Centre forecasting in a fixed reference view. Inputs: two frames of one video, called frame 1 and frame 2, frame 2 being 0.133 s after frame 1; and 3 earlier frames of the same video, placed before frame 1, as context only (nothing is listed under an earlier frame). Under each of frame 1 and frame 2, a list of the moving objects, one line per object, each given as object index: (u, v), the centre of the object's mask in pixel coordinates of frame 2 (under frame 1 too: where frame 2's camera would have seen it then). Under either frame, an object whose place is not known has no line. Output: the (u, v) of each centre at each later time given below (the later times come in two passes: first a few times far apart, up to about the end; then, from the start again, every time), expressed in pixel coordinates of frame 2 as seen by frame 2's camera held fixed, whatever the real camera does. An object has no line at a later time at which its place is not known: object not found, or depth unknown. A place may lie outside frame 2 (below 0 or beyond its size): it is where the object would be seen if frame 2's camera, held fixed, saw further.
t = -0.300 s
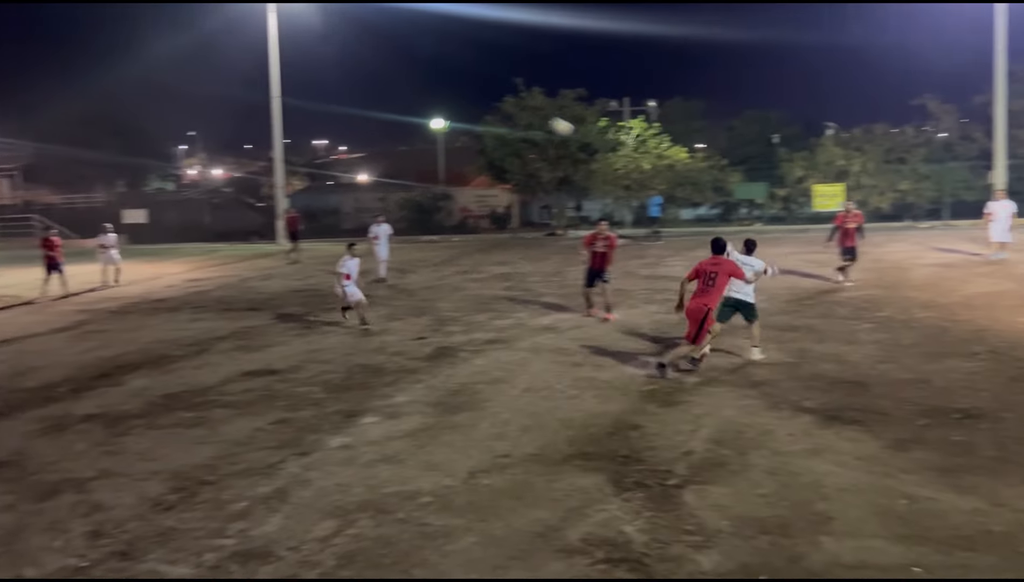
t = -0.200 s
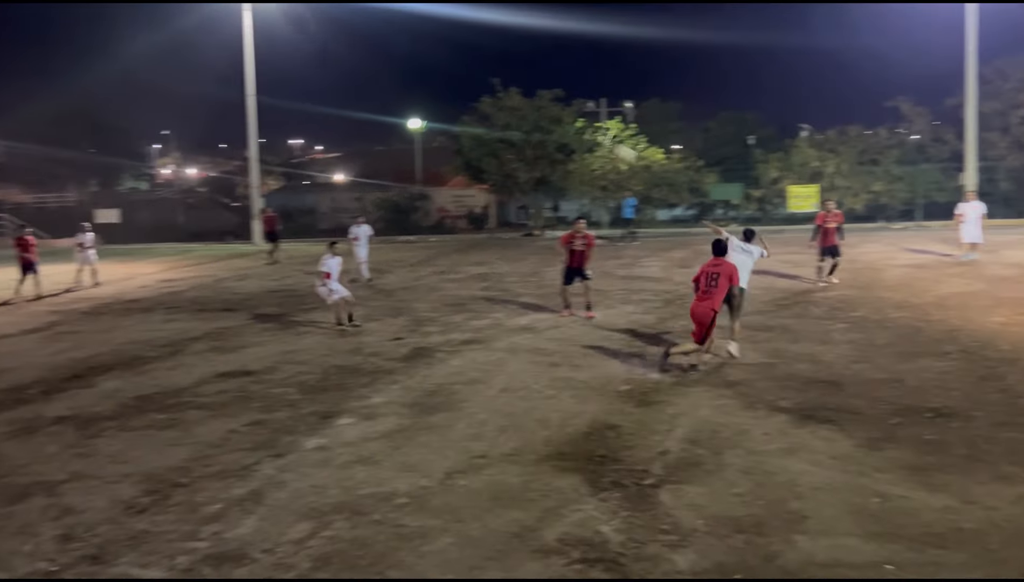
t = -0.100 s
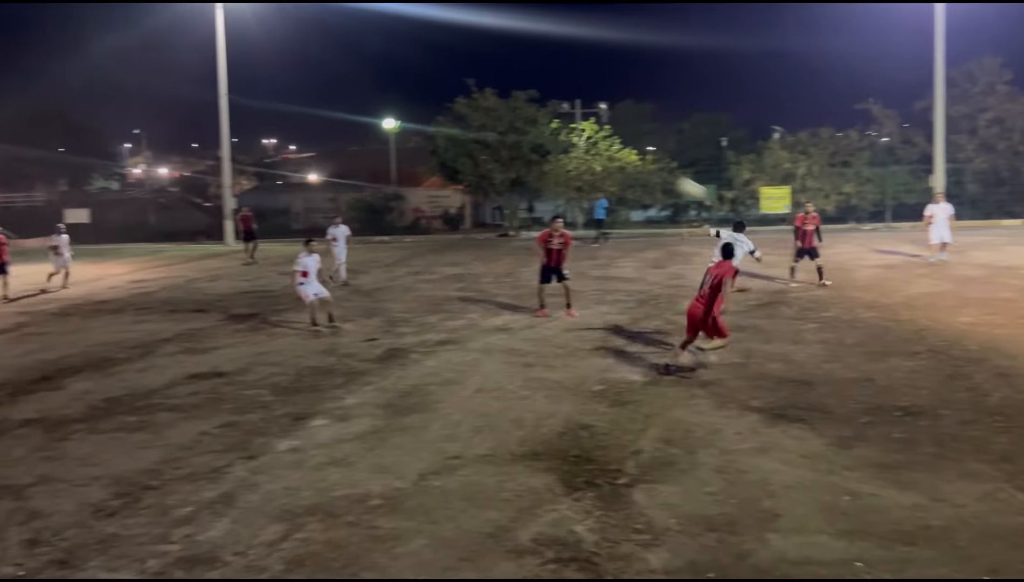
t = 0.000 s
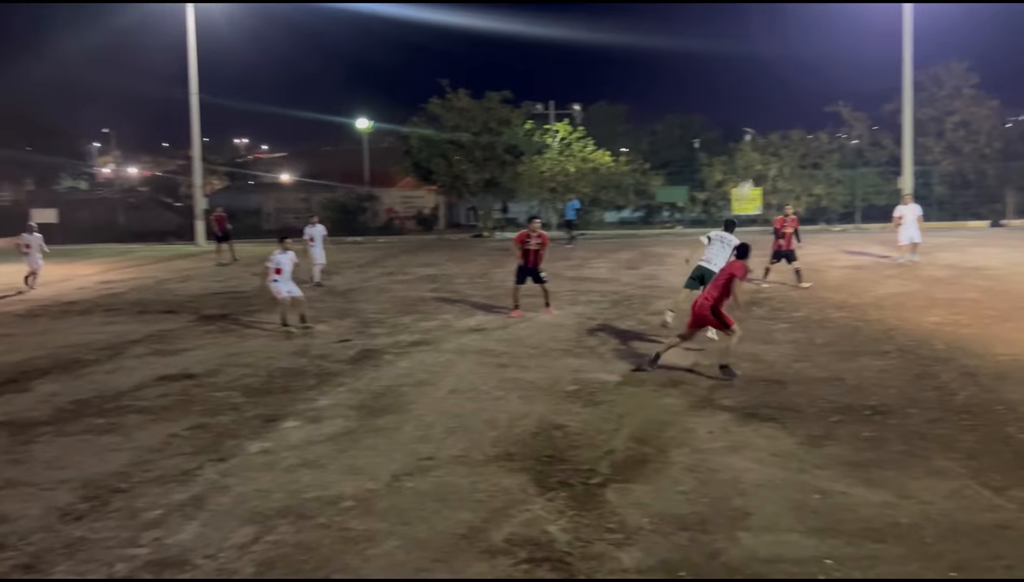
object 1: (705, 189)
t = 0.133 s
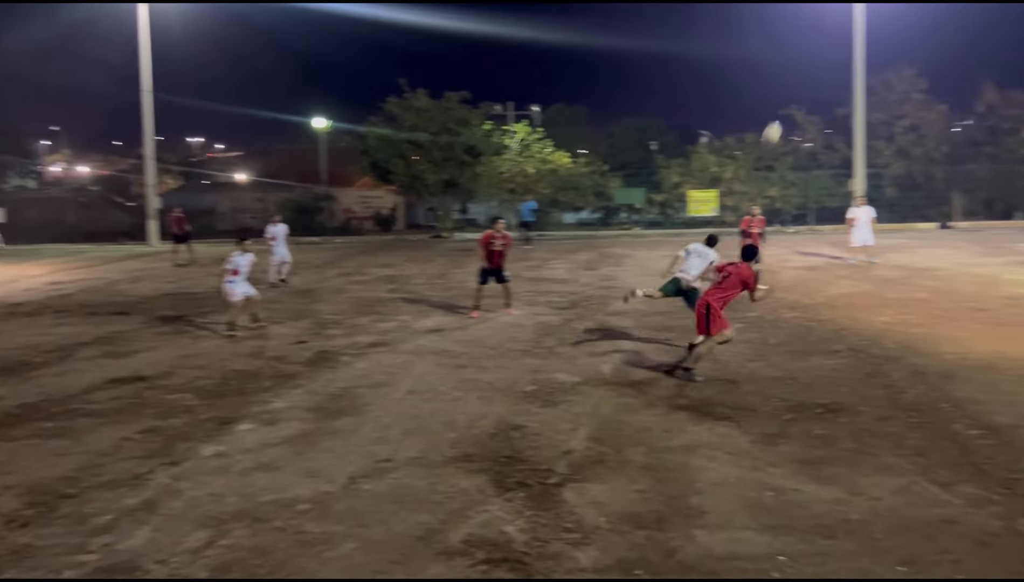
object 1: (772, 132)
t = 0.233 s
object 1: (825, 96)
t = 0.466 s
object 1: (947, 44)
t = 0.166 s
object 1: (789, 119)
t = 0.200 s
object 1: (808, 107)
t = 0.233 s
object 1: (825, 96)
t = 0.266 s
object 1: (841, 86)
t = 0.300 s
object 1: (862, 75)
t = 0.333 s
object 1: (878, 68)
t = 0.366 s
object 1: (895, 60)
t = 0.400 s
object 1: (912, 54)
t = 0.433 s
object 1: (930, 48)
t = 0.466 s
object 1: (947, 44)
